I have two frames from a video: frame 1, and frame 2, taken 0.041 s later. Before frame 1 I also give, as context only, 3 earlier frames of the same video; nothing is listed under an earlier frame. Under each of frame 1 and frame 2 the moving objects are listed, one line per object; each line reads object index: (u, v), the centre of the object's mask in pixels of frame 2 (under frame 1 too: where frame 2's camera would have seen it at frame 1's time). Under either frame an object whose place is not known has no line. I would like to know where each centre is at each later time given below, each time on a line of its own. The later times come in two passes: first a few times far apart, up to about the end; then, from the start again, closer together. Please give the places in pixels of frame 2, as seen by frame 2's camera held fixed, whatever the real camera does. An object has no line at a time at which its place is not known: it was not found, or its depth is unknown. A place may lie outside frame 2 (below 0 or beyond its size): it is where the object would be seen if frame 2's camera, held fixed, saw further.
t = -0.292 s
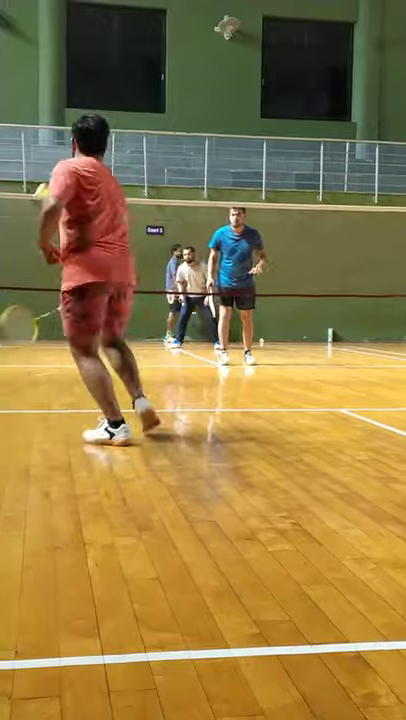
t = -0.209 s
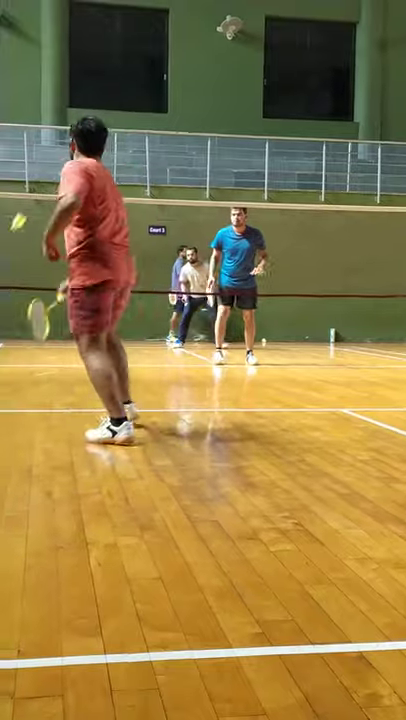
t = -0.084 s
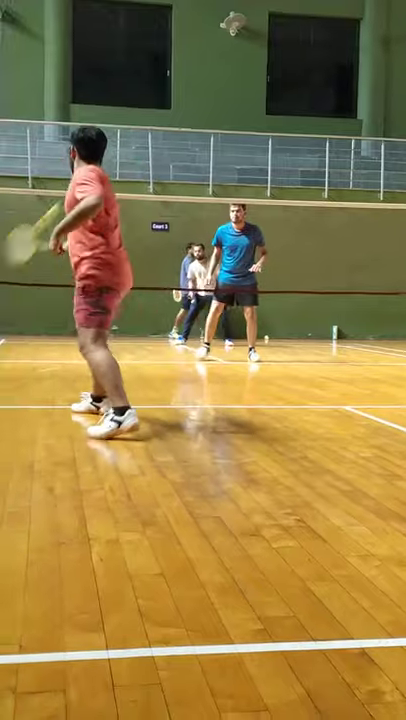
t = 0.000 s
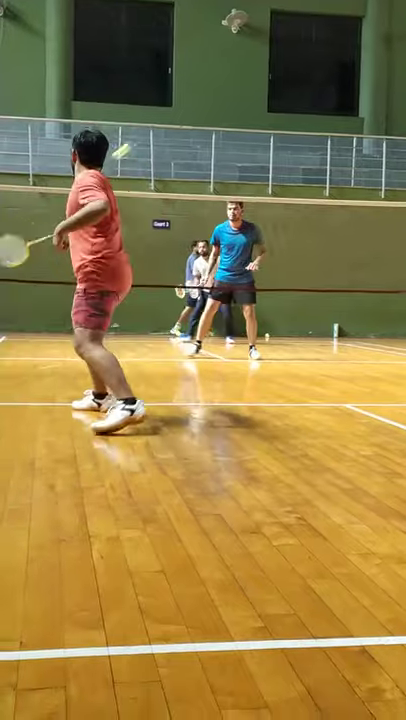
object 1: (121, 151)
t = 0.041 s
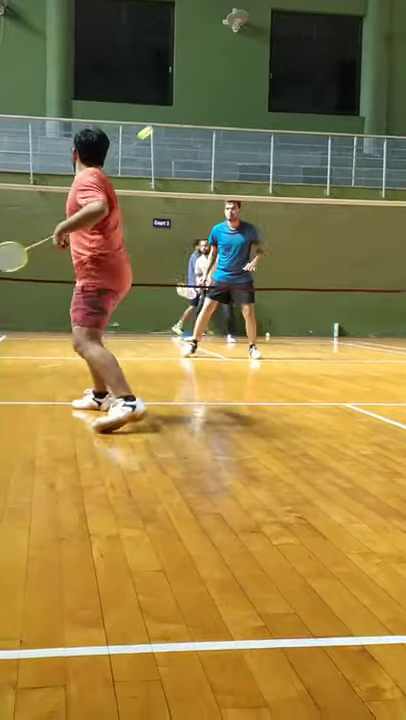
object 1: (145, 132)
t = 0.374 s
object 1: (225, 114)
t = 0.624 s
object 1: (249, 153)
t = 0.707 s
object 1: (256, 172)
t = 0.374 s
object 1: (225, 114)
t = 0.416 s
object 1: (230, 119)
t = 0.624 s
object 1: (249, 153)
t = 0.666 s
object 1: (253, 162)
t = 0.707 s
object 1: (256, 172)
